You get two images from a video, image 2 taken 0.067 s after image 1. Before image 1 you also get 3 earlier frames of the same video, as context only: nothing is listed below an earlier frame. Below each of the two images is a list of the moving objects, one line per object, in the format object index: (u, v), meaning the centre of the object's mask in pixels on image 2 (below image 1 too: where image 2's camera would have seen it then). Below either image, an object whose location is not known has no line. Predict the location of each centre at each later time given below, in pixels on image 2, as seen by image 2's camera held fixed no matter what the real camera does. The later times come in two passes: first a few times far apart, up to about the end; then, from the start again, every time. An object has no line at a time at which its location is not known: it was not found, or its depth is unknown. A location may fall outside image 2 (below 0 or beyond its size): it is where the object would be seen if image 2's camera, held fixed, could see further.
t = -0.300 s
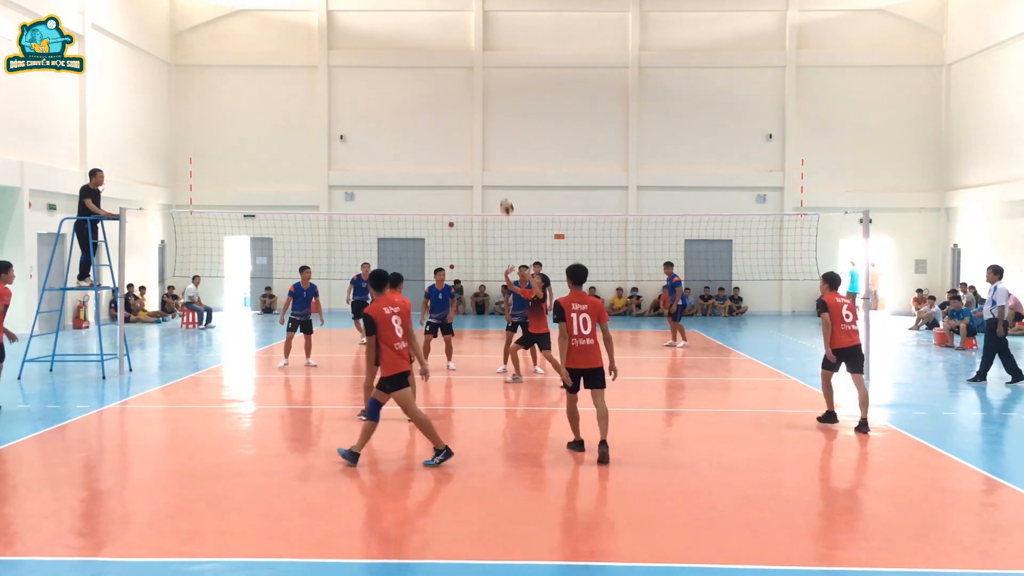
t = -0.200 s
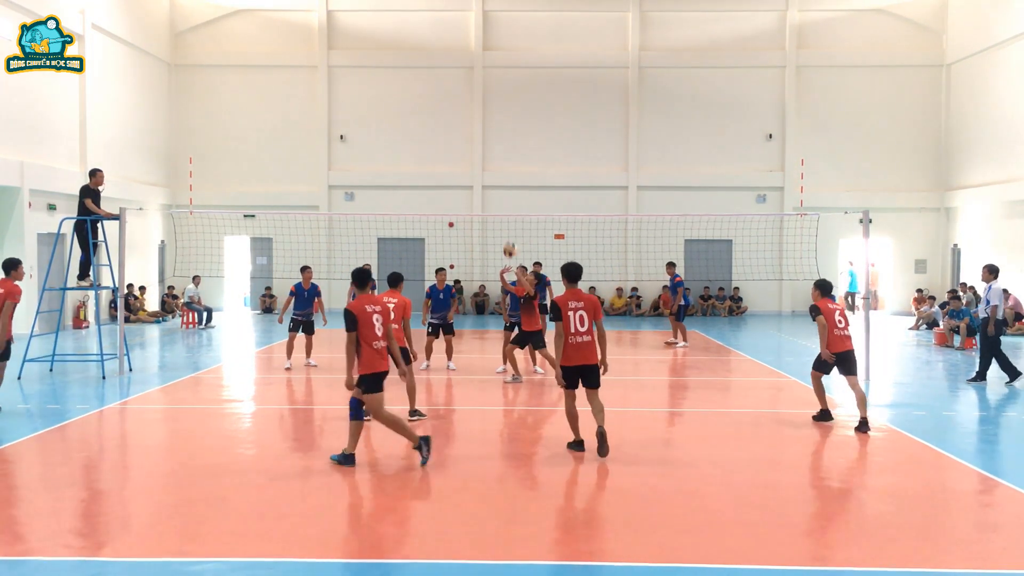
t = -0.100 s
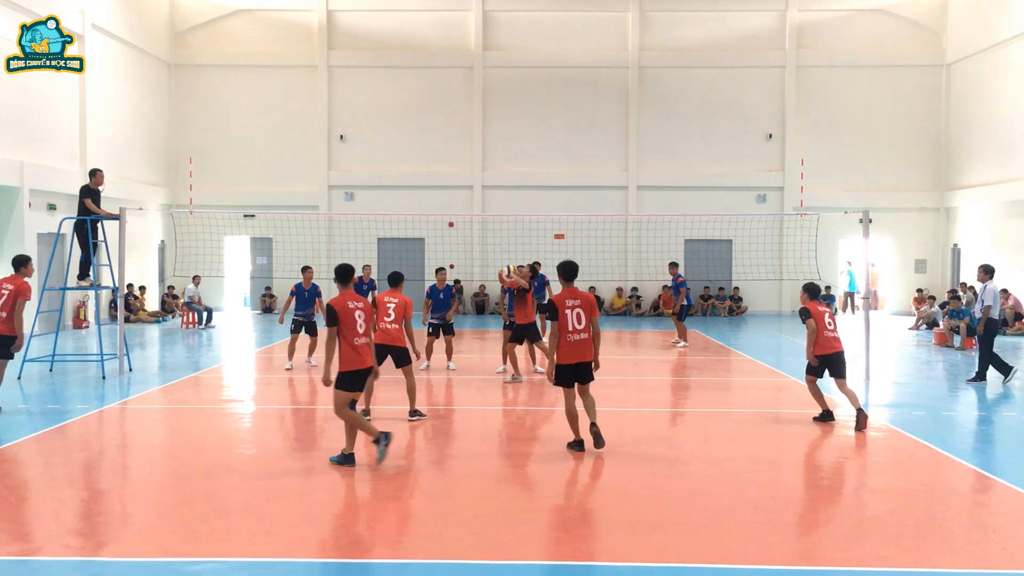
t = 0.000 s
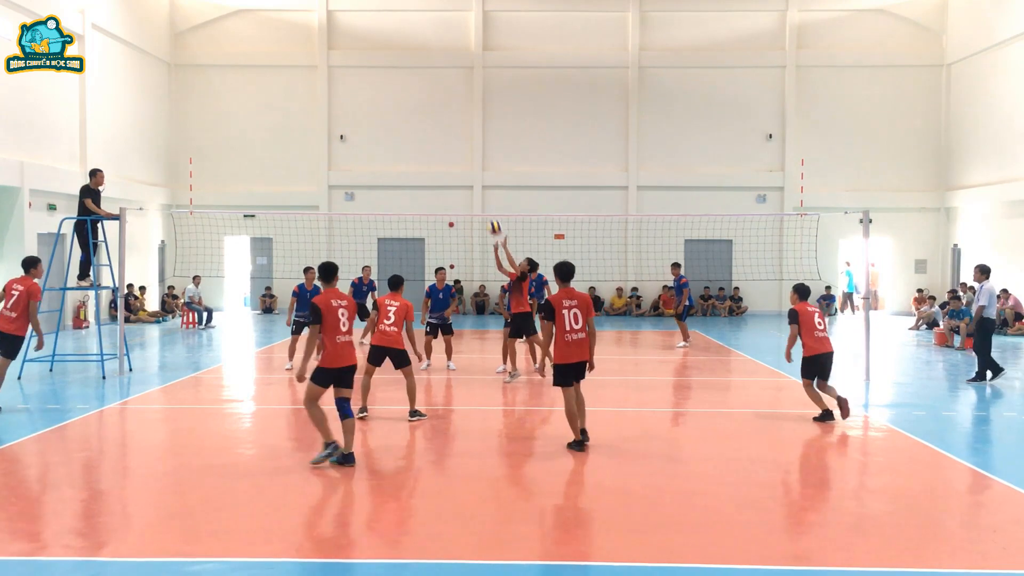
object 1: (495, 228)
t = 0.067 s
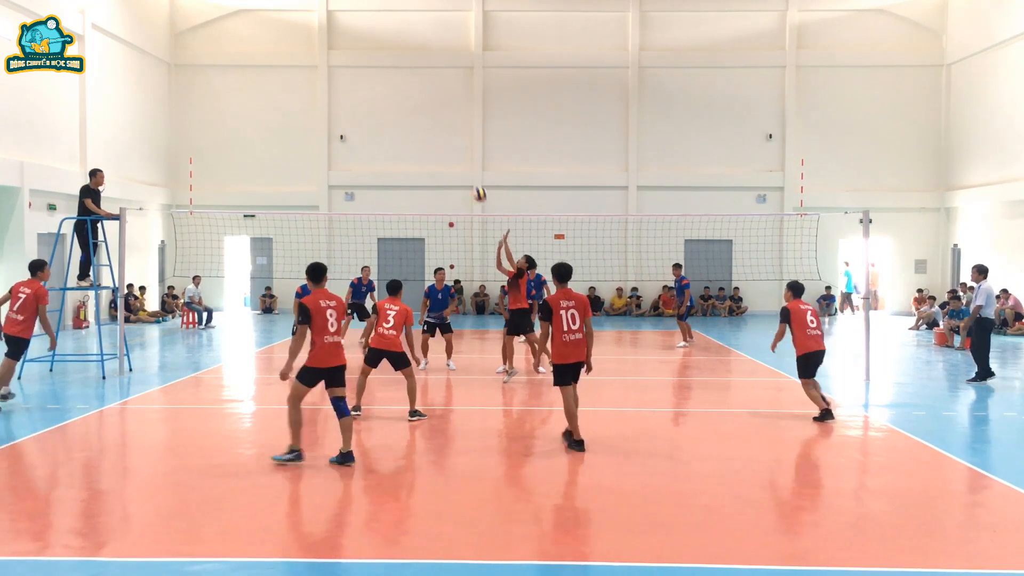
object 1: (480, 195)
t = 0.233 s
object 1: (442, 126)
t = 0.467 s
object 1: (391, 64)
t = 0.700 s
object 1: (339, 44)
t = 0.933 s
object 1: (288, 61)
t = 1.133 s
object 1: (247, 107)
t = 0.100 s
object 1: (472, 179)
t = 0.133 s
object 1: (465, 164)
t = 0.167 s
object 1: (457, 151)
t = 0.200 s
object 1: (450, 138)
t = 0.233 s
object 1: (442, 126)
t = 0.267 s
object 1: (435, 115)
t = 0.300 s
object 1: (428, 104)
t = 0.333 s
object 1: (420, 94)
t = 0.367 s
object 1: (413, 86)
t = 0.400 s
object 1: (406, 78)
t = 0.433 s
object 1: (398, 71)
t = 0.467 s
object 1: (391, 64)
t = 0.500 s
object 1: (383, 59)
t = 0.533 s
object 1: (376, 54)
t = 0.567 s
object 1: (369, 51)
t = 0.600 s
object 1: (361, 48)
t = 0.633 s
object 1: (354, 46)
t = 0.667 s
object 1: (346, 44)
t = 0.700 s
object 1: (339, 44)
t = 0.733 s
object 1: (332, 44)
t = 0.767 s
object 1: (324, 45)
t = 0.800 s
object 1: (317, 46)
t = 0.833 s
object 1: (310, 49)
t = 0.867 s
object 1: (303, 52)
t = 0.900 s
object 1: (295, 57)
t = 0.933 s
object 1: (288, 61)
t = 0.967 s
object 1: (281, 67)
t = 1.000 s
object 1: (274, 74)
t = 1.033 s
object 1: (267, 81)
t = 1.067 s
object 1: (260, 89)
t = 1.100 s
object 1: (253, 97)
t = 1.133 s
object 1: (247, 107)
